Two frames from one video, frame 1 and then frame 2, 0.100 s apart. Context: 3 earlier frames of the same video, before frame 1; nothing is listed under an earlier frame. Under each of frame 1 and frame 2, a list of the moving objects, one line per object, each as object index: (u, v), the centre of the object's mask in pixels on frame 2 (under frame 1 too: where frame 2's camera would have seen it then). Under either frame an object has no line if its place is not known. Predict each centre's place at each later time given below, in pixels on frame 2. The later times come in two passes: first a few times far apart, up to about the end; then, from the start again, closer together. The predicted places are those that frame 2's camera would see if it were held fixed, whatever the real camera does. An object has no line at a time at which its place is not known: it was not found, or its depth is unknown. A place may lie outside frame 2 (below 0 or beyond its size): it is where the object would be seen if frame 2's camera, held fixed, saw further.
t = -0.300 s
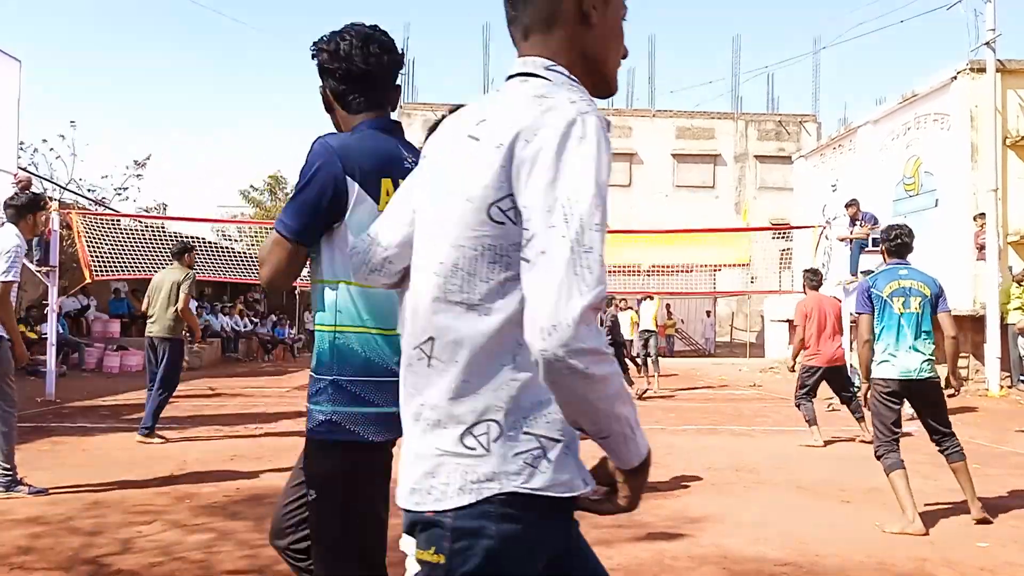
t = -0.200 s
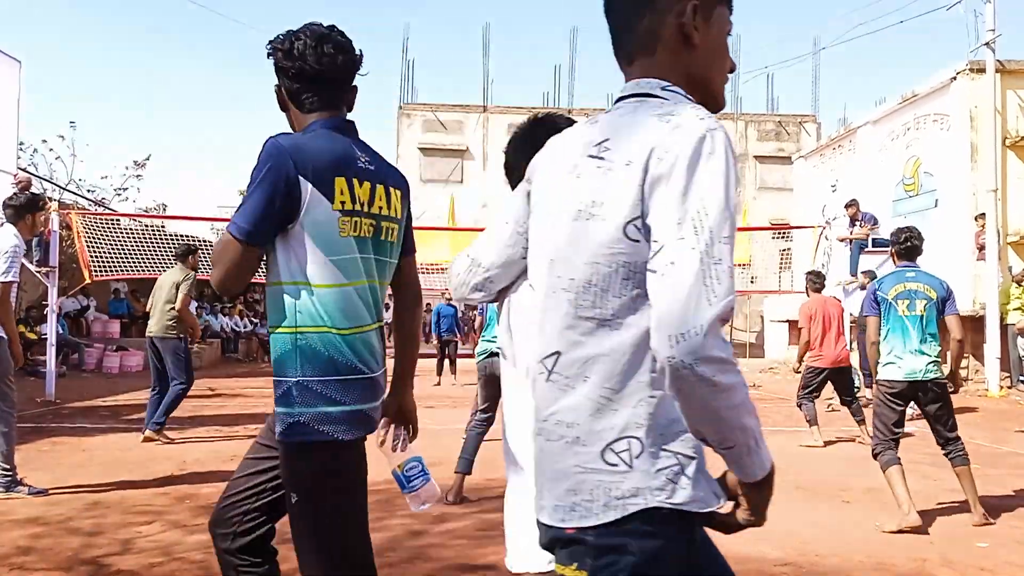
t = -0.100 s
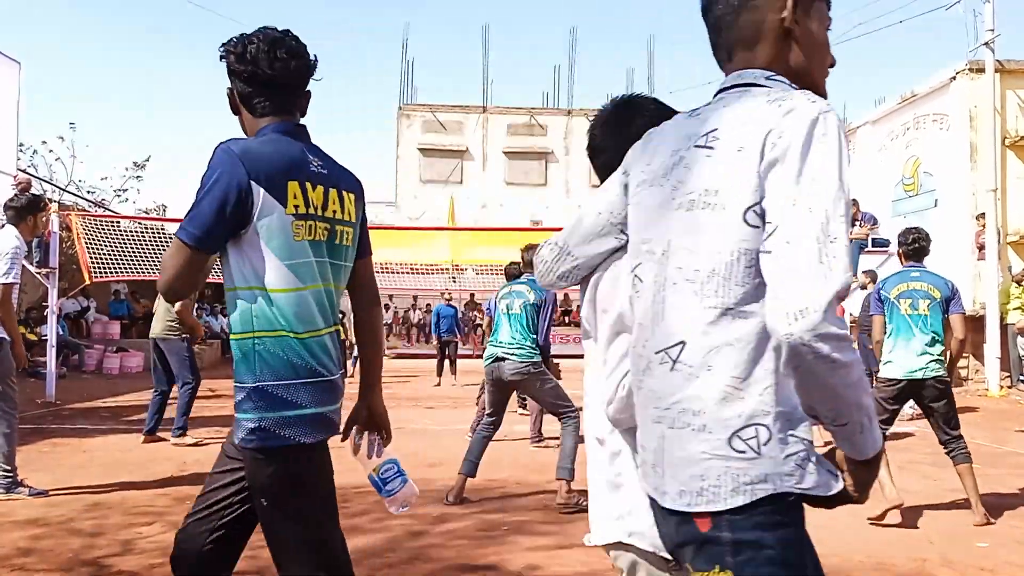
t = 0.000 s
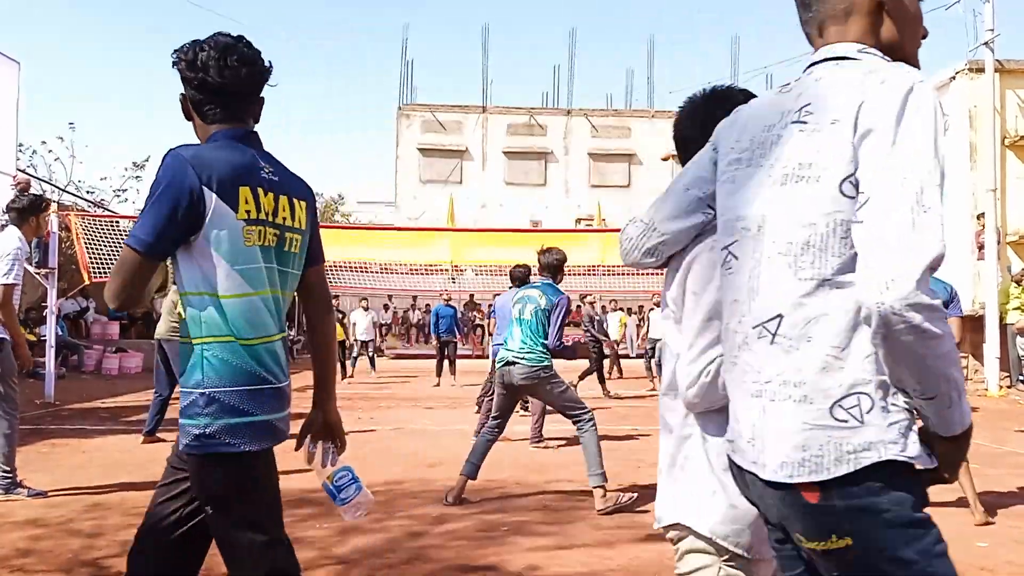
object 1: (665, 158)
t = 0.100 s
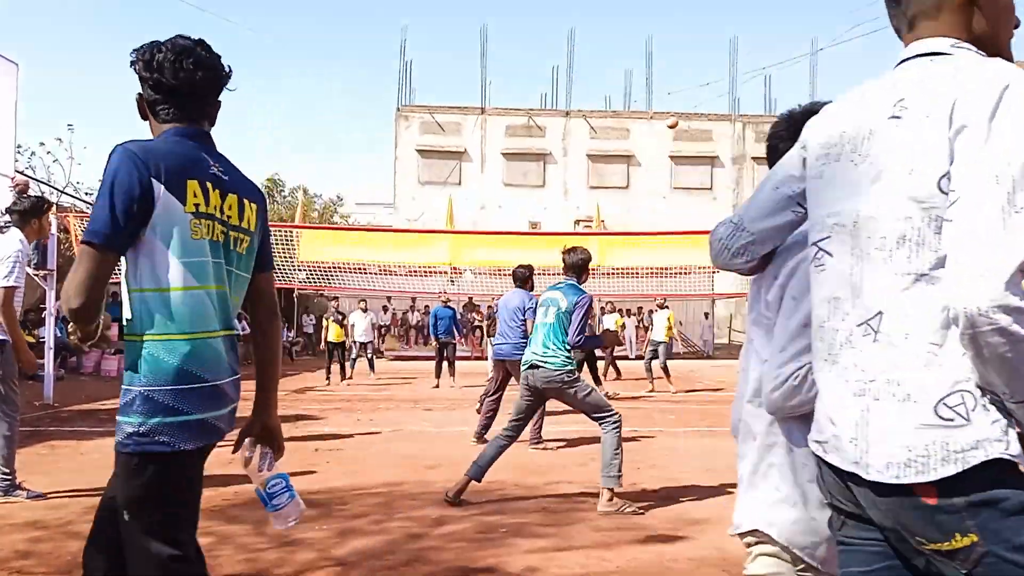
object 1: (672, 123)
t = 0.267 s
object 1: (688, 73)
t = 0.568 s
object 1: (728, 15)
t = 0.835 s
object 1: (783, 25)
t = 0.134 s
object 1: (675, 113)
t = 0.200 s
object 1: (682, 92)
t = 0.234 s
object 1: (685, 82)
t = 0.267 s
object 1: (688, 73)
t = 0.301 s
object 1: (692, 64)
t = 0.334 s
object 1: (696, 56)
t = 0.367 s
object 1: (700, 49)
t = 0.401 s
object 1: (704, 41)
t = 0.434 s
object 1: (708, 35)
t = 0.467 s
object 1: (713, 28)
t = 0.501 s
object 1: (717, 23)
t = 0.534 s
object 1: (722, 19)
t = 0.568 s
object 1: (728, 15)
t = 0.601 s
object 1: (734, 12)
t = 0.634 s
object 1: (739, 10)
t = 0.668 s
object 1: (746, 9)
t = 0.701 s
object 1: (752, 10)
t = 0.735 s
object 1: (759, 11)
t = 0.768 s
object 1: (767, 14)
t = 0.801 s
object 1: (774, 19)
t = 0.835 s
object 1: (783, 25)
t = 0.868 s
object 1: (792, 34)
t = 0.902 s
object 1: (802, 44)
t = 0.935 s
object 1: (813, 57)
